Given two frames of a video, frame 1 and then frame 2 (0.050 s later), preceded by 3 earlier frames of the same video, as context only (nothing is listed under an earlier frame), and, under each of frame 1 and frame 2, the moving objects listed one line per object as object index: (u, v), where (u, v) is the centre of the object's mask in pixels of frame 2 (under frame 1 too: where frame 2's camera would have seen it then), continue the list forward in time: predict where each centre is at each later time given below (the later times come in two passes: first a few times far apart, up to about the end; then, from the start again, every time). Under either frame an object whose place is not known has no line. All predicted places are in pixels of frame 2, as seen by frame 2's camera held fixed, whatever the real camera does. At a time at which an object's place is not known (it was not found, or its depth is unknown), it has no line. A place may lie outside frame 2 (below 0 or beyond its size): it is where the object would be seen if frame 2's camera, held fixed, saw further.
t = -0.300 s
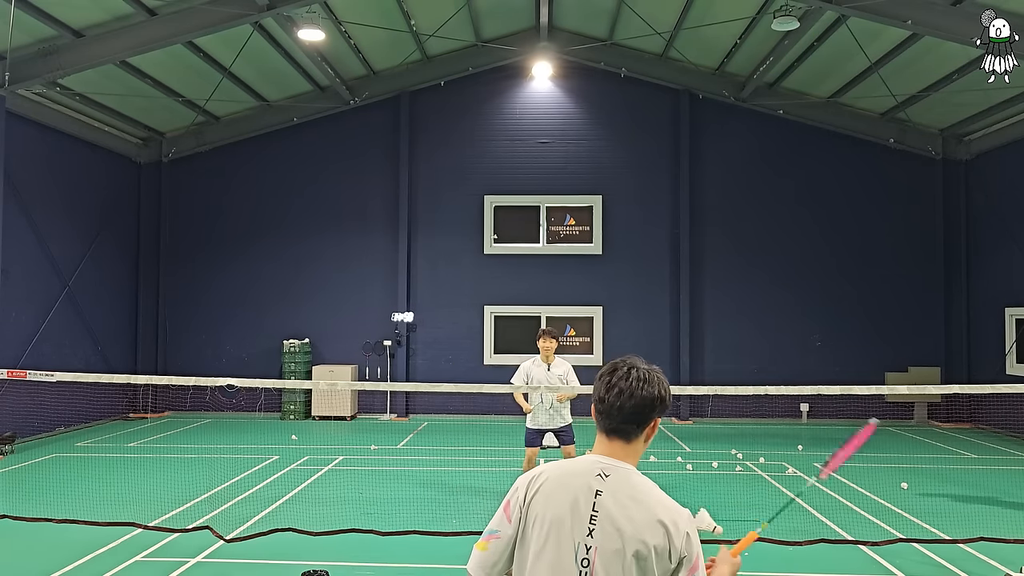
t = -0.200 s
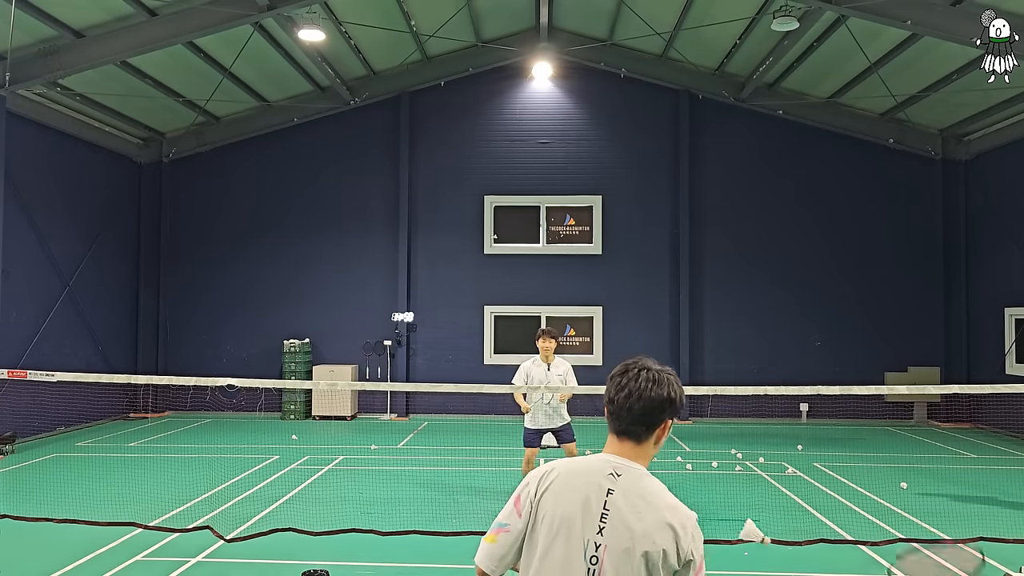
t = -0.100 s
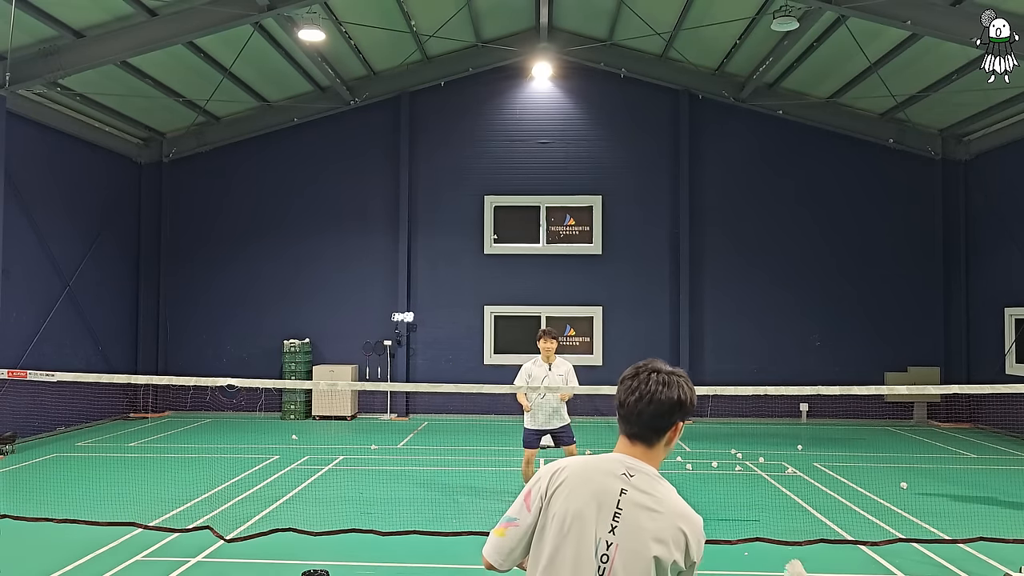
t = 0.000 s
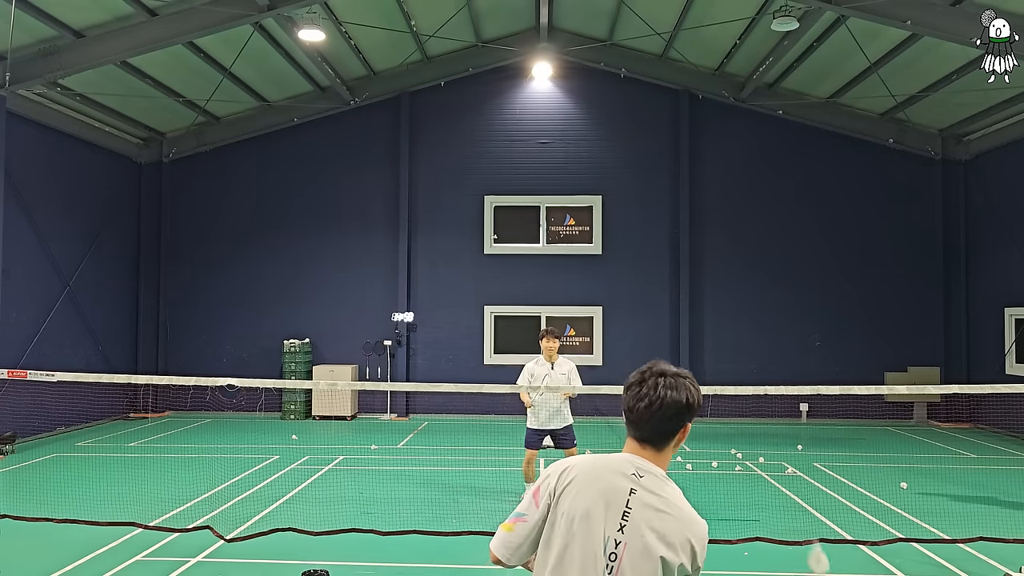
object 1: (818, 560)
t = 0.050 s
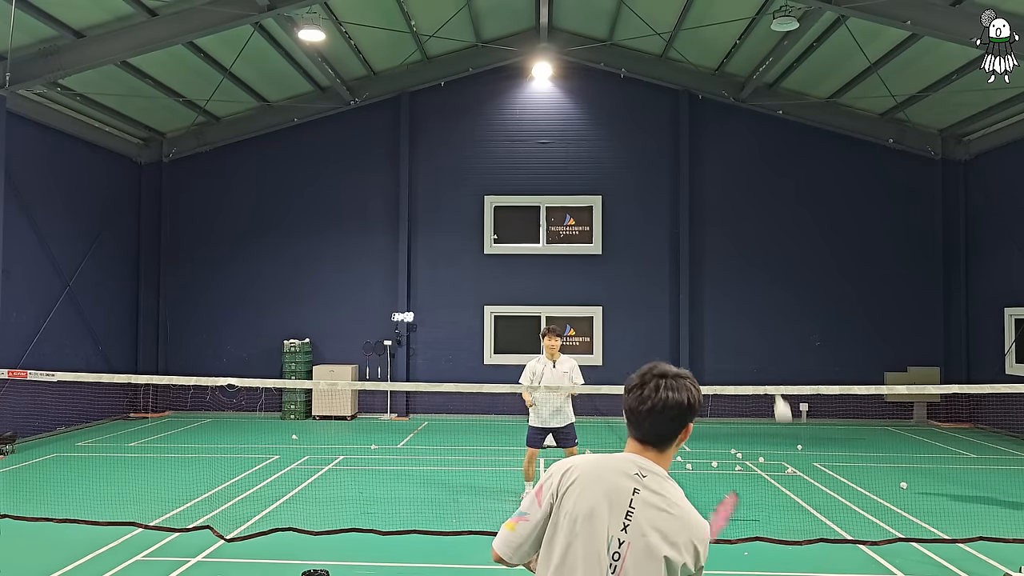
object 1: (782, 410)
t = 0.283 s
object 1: (712, 200)
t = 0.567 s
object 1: (685, 187)
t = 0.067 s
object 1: (774, 374)
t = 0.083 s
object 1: (766, 348)
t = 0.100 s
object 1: (758, 325)
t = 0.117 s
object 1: (750, 305)
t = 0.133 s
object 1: (744, 287)
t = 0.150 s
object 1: (739, 272)
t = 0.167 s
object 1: (734, 258)
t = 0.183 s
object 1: (731, 246)
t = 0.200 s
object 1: (727, 235)
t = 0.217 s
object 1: (723, 226)
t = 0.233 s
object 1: (720, 219)
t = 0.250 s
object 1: (717, 212)
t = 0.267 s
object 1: (714, 205)
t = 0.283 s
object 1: (712, 200)
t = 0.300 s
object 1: (709, 196)
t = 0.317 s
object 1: (706, 192)
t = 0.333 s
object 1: (704, 189)
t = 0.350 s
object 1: (702, 186)
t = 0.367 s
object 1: (701, 184)
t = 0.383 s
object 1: (699, 182)
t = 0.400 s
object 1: (697, 180)
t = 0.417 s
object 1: (696, 179)
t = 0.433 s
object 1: (694, 179)
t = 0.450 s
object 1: (693, 179)
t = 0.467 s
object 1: (691, 179)
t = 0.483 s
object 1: (690, 180)
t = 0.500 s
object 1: (689, 180)
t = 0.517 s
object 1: (687, 182)
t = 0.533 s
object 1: (687, 183)
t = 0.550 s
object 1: (685, 185)
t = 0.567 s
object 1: (685, 187)
